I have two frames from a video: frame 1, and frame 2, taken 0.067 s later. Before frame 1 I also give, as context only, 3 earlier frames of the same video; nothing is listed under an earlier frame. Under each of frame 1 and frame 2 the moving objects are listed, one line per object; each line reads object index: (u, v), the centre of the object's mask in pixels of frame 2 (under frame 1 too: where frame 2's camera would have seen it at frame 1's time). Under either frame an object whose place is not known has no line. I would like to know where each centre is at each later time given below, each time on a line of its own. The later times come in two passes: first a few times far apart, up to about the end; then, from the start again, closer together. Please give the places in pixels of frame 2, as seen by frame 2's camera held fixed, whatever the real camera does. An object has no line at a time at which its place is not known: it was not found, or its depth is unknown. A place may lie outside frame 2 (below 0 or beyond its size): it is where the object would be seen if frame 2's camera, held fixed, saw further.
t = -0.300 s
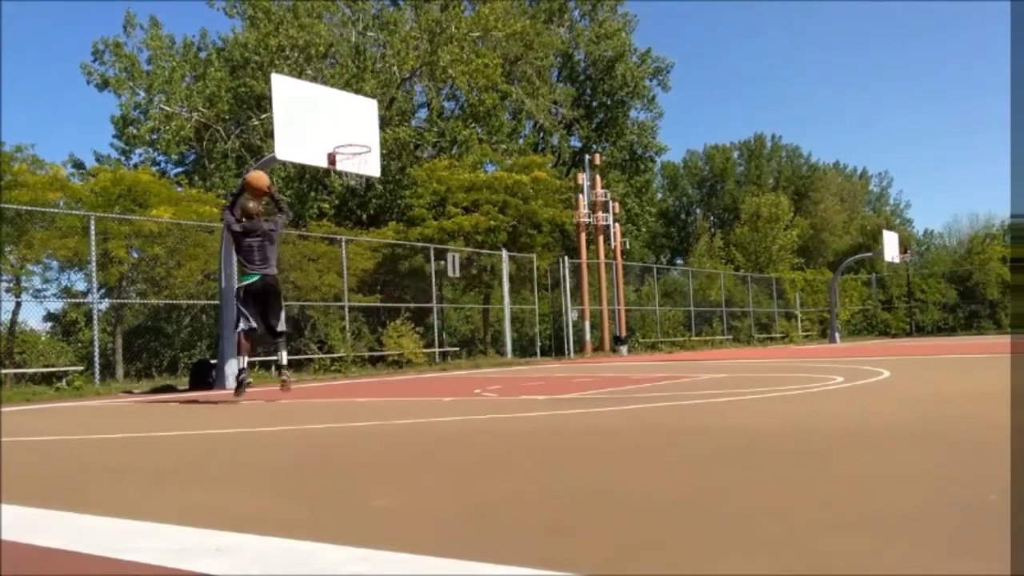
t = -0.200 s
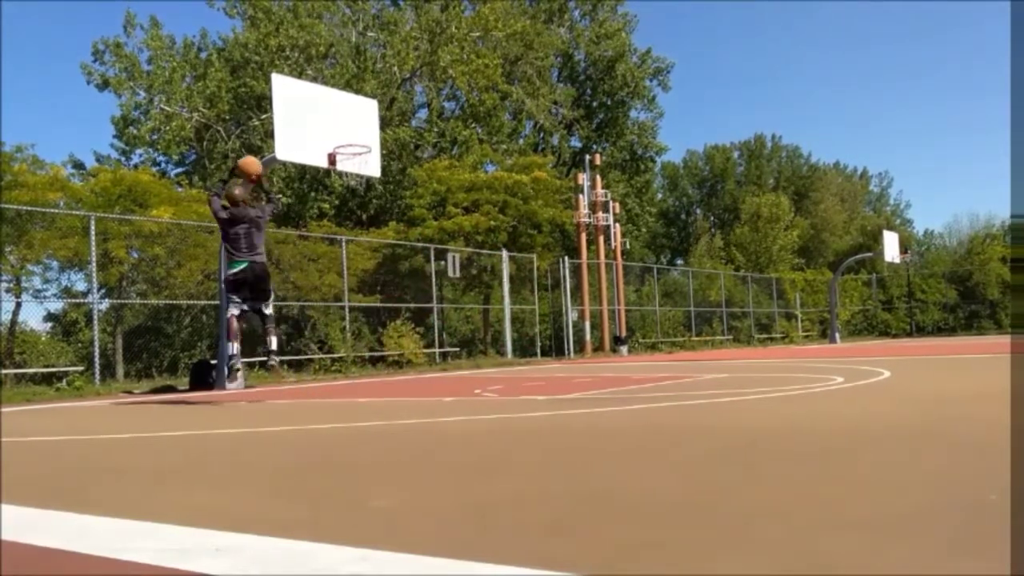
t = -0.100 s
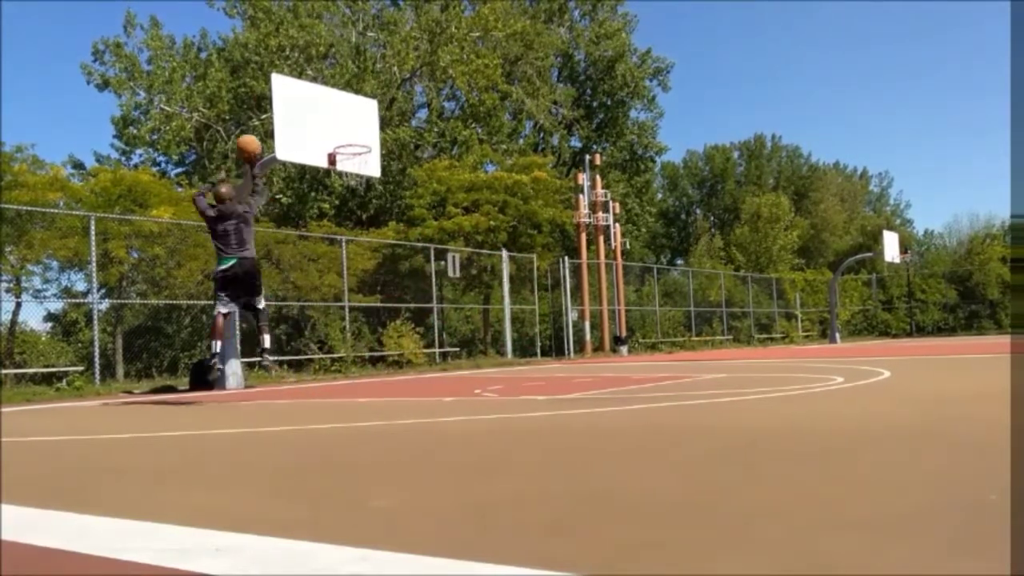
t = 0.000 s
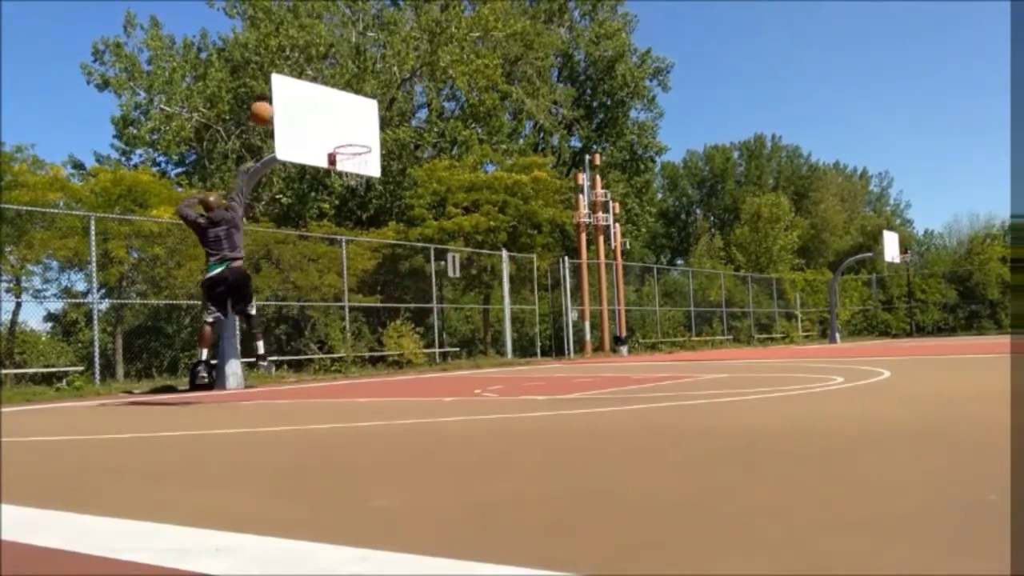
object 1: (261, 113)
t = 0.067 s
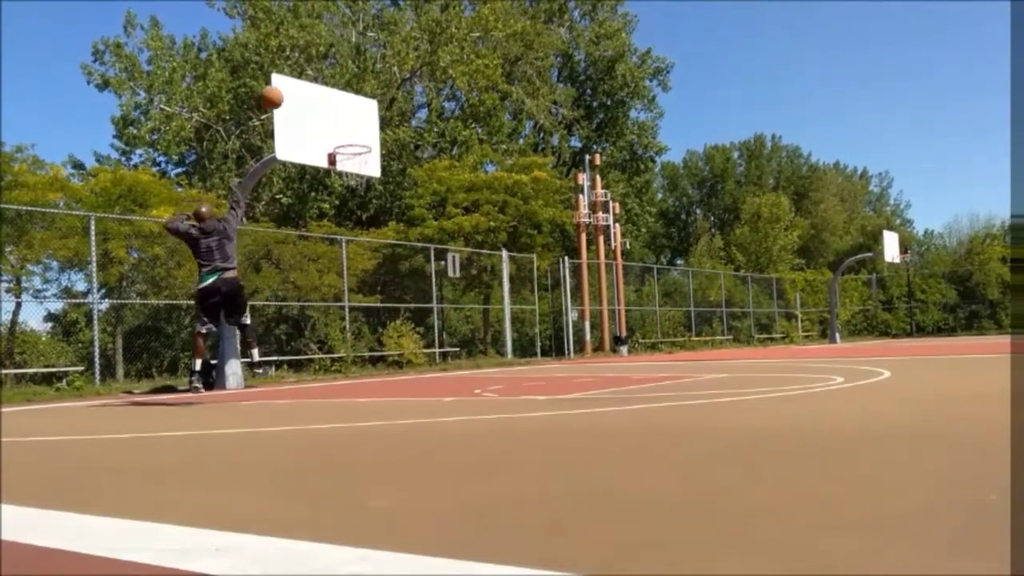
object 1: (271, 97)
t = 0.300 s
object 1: (303, 75)
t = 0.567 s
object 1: (336, 108)
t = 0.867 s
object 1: (351, 168)
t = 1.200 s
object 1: (351, 177)
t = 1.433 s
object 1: (358, 217)
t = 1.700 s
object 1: (368, 308)
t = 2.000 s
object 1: (377, 316)
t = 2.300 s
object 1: (384, 257)
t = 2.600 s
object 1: (393, 262)
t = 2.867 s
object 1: (404, 320)
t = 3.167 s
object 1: (414, 331)
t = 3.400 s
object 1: (419, 299)
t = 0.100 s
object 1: (276, 91)
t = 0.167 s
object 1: (286, 81)
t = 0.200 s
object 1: (290, 78)
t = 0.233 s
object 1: (295, 77)
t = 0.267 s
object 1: (299, 76)
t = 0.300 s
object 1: (303, 75)
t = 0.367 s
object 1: (312, 78)
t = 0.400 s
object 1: (316, 81)
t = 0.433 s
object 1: (320, 86)
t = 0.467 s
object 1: (324, 90)
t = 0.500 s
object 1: (328, 95)
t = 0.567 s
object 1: (336, 108)
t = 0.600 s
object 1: (340, 116)
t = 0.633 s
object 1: (344, 124)
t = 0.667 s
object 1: (348, 132)
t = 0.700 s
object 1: (352, 141)
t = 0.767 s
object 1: (354, 157)
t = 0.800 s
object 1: (353, 162)
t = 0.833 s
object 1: (351, 167)
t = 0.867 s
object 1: (351, 168)
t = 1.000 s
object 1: (349, 168)
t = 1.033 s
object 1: (349, 169)
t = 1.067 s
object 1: (349, 169)
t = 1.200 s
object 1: (351, 177)
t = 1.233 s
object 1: (351, 181)
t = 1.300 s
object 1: (353, 189)
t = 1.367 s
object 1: (355, 202)
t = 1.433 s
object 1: (358, 217)
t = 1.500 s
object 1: (360, 235)
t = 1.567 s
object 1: (363, 256)
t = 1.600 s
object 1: (364, 268)
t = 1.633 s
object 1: (365, 280)
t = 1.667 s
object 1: (366, 294)
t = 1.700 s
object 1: (368, 308)
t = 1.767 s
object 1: (370, 338)
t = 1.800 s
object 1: (372, 354)
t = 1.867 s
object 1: (374, 367)
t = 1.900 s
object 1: (375, 354)
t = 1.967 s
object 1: (375, 328)
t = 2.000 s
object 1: (377, 316)
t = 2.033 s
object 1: (377, 306)
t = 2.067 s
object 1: (377, 297)
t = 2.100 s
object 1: (379, 288)
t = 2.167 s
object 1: (379, 275)
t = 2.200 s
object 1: (380, 270)
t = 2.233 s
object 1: (380, 265)
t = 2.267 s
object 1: (382, 259)
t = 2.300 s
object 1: (384, 257)
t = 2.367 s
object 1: (385, 254)
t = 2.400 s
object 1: (386, 252)
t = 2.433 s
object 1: (387, 252)
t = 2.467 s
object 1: (387, 252)
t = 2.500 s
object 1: (389, 253)
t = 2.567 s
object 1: (392, 258)
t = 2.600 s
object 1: (393, 262)
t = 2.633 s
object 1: (394, 267)
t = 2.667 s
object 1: (396, 272)
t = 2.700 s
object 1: (397, 279)
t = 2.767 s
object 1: (400, 292)
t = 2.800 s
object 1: (401, 301)
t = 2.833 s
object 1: (403, 310)
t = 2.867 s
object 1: (404, 320)
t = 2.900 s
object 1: (406, 330)
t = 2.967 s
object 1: (409, 352)
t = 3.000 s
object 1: (410, 365)
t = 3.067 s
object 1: (412, 358)
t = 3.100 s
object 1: (413, 348)
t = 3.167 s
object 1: (414, 331)
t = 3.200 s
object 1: (415, 324)
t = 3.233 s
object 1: (416, 318)
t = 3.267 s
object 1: (416, 313)
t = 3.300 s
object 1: (417, 308)
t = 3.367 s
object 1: (418, 301)
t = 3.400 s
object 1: (419, 299)
